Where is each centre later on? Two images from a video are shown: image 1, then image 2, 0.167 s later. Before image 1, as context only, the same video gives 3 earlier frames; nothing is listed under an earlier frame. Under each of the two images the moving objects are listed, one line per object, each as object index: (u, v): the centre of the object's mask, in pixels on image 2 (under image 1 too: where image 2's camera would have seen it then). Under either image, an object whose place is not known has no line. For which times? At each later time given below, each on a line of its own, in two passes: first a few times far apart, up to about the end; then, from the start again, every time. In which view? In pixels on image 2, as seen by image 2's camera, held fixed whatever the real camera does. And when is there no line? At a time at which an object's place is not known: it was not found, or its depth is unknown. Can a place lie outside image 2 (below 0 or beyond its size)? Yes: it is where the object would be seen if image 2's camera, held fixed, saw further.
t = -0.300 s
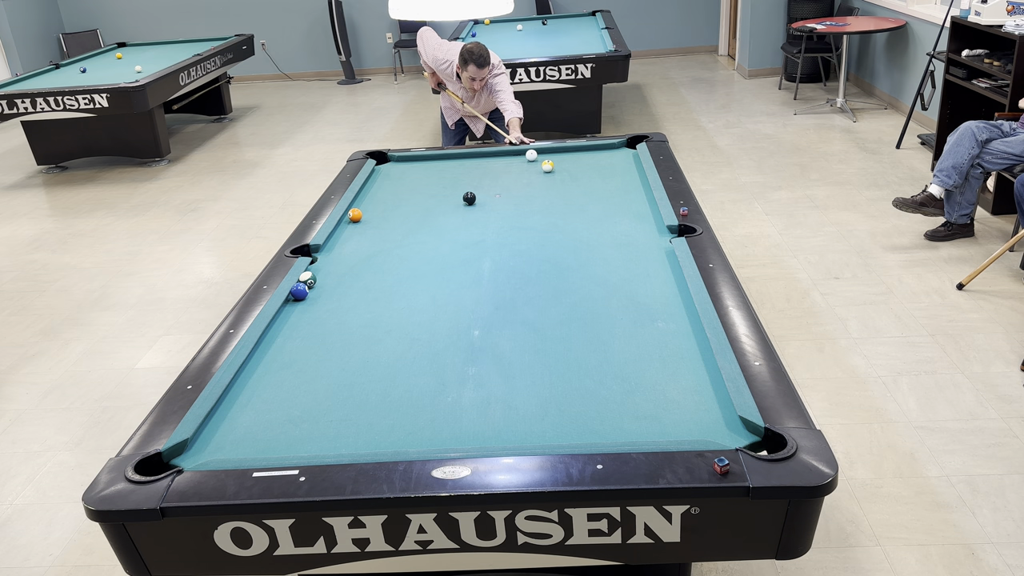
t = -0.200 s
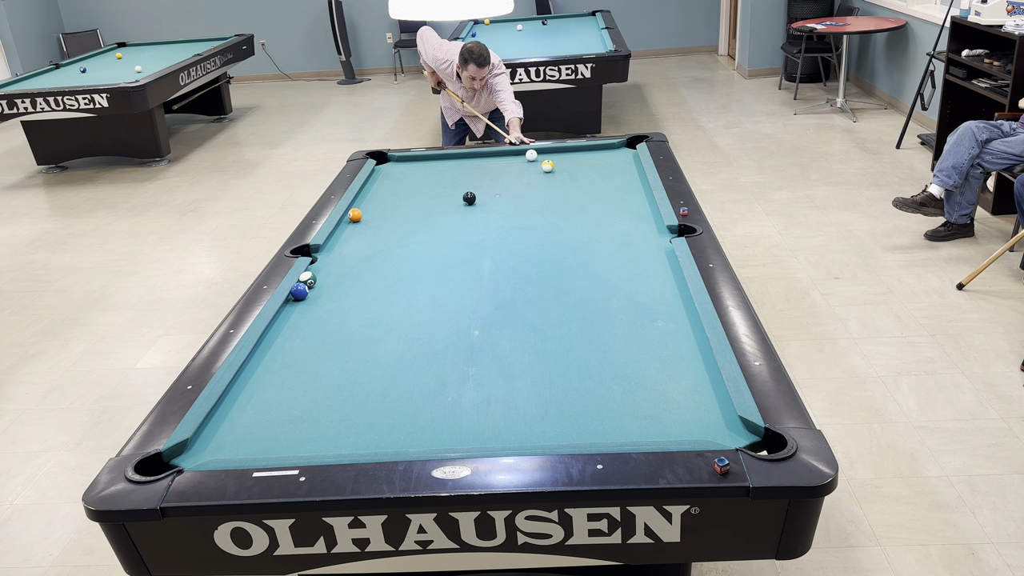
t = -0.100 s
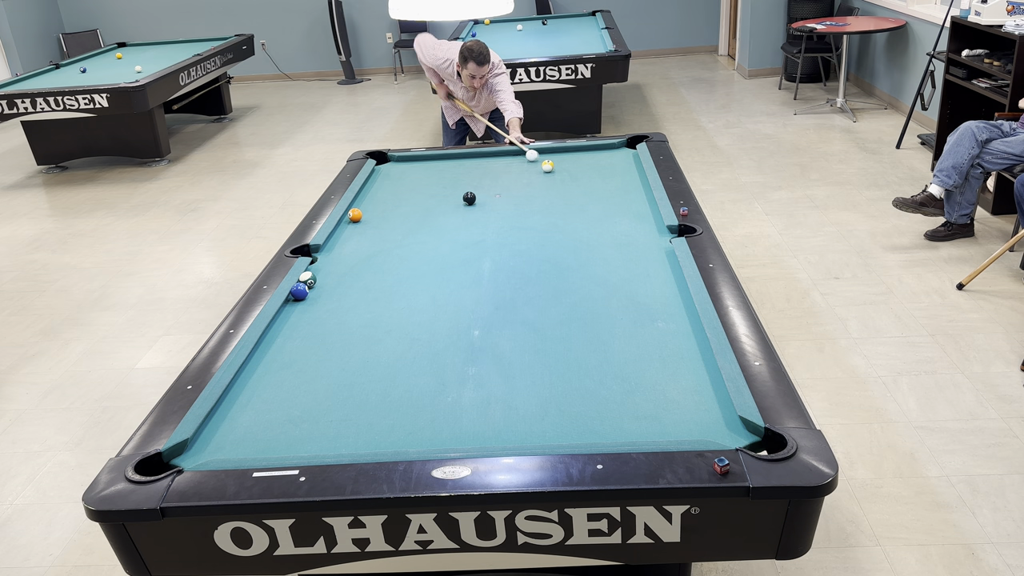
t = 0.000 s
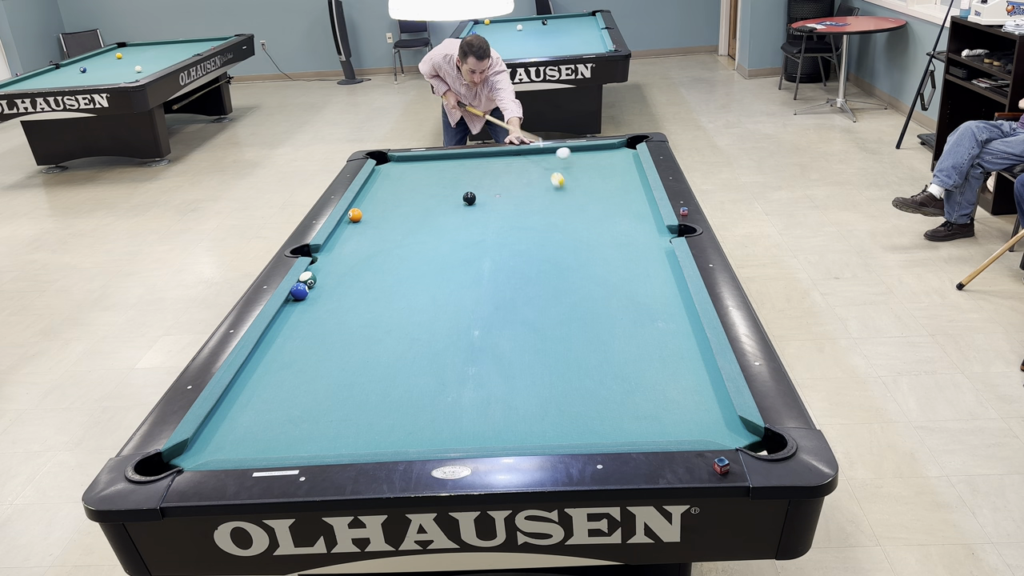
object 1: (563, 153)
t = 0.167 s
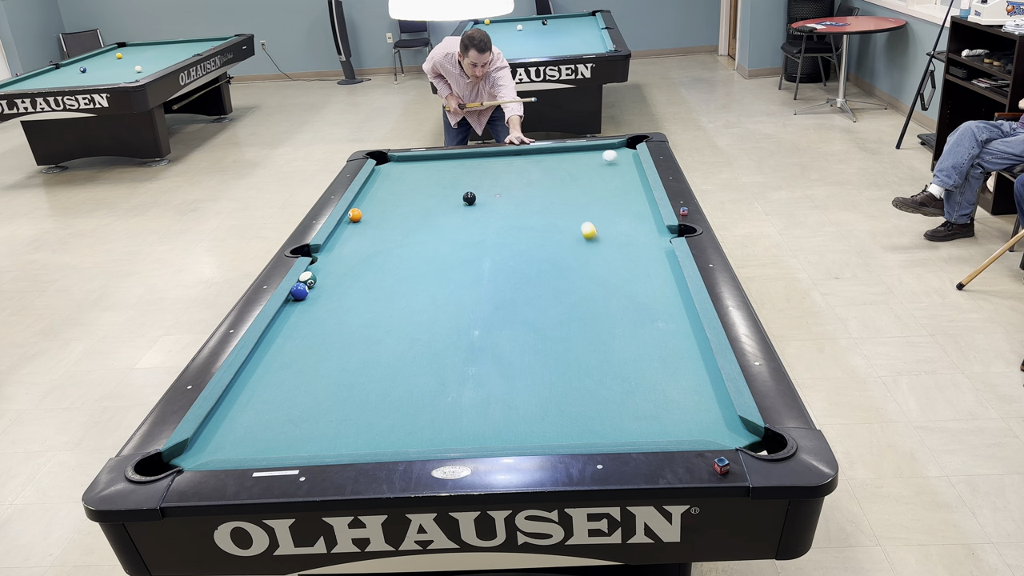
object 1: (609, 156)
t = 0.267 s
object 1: (632, 157)
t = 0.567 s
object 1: (584, 170)
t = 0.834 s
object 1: (545, 185)
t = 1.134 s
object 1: (499, 202)
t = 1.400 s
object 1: (455, 218)
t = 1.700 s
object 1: (402, 236)
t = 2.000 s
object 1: (345, 256)
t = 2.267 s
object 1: (321, 270)
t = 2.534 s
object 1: (335, 277)
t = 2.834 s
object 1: (351, 286)
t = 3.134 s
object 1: (365, 294)
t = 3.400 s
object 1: (377, 300)
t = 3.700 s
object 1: (390, 307)
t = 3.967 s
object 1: (401, 313)
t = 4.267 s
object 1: (412, 320)
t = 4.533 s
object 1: (420, 324)
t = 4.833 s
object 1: (428, 329)
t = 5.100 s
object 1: (435, 333)
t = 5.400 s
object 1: (441, 336)
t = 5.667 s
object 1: (444, 337)
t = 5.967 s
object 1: (447, 339)
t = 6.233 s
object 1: (448, 339)
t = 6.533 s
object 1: (447, 339)
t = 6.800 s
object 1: (447, 339)
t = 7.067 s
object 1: (447, 339)
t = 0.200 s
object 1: (619, 157)
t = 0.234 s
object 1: (628, 157)
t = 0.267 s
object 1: (632, 157)
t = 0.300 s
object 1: (625, 159)
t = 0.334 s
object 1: (619, 160)
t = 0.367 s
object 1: (613, 161)
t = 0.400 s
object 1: (607, 162)
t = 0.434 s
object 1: (602, 164)
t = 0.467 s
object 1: (598, 165)
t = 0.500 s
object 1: (593, 167)
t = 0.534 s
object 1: (588, 169)
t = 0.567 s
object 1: (584, 170)
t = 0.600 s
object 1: (579, 172)
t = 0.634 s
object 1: (574, 174)
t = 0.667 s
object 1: (569, 176)
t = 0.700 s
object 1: (565, 178)
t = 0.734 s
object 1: (560, 179)
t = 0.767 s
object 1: (555, 181)
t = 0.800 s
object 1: (550, 183)
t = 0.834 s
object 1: (545, 185)
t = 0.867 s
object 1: (540, 186)
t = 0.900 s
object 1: (535, 188)
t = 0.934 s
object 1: (530, 190)
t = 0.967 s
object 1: (525, 192)
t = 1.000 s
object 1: (520, 194)
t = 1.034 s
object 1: (514, 196)
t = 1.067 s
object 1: (509, 198)
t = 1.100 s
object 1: (504, 200)
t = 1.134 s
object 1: (499, 202)
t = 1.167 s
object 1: (493, 204)
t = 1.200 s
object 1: (488, 206)
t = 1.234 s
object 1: (482, 208)
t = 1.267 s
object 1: (477, 210)
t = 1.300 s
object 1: (471, 212)
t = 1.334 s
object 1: (466, 214)
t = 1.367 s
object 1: (460, 216)
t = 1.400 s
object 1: (455, 218)
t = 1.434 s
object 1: (449, 220)
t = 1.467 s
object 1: (443, 222)
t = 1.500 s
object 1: (437, 224)
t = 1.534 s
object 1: (432, 226)
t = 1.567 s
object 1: (426, 228)
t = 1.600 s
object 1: (420, 230)
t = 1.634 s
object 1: (414, 232)
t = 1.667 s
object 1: (408, 234)
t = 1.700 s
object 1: (402, 236)
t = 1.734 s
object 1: (396, 238)
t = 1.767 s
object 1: (390, 241)
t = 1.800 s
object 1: (384, 243)
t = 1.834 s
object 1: (377, 245)
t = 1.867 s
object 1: (371, 247)
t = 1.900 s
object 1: (365, 249)
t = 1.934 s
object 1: (358, 252)
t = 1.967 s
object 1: (352, 254)
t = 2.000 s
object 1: (345, 256)
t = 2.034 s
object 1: (339, 258)
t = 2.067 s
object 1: (333, 261)
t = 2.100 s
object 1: (326, 263)
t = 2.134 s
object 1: (319, 265)
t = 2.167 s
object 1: (316, 267)
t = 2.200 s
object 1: (318, 268)
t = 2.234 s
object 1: (320, 269)
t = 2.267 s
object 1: (321, 270)
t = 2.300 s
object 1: (323, 271)
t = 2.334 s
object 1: (325, 272)
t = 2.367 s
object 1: (327, 273)
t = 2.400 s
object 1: (328, 274)
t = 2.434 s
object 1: (330, 275)
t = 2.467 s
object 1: (332, 276)
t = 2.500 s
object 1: (334, 277)
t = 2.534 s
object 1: (335, 277)
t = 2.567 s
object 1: (337, 278)
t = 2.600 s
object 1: (339, 279)
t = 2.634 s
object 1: (341, 280)
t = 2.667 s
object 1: (342, 281)
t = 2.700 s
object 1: (344, 282)
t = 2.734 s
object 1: (346, 283)
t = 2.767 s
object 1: (347, 284)
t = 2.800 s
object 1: (349, 285)
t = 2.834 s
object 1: (351, 286)
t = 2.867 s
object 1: (352, 287)
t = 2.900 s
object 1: (354, 288)
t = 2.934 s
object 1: (356, 288)
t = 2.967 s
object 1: (357, 289)
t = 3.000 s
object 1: (359, 290)
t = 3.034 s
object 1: (360, 291)
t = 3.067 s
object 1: (362, 292)
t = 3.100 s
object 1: (364, 293)
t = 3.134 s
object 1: (365, 294)
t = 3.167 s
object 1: (367, 294)
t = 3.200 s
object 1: (368, 295)
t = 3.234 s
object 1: (370, 296)
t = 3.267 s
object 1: (371, 297)
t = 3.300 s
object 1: (373, 298)
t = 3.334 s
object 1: (374, 299)
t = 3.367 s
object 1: (376, 299)
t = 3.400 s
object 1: (377, 300)
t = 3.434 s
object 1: (379, 301)
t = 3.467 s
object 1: (380, 302)
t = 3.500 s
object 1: (382, 303)
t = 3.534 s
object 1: (383, 303)
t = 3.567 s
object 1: (385, 304)
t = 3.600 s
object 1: (386, 305)
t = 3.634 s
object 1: (388, 306)
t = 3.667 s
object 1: (389, 306)
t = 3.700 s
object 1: (390, 307)
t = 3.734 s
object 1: (392, 308)
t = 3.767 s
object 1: (393, 309)
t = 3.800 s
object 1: (394, 310)
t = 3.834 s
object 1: (396, 310)
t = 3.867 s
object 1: (397, 311)
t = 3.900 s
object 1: (398, 312)
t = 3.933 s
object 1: (399, 312)
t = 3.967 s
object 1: (401, 313)
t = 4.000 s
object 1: (402, 314)
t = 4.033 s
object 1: (403, 315)
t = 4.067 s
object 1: (404, 315)
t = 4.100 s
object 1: (406, 316)
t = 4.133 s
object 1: (407, 317)
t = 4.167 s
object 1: (408, 318)
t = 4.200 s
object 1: (409, 318)
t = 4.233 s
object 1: (410, 319)
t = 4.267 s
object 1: (412, 320)
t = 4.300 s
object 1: (413, 320)
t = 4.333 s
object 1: (414, 321)
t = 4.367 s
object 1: (415, 321)
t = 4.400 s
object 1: (416, 322)
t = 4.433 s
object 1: (417, 323)
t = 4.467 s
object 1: (418, 323)
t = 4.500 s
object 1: (419, 324)
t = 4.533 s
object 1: (420, 324)
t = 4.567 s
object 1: (421, 325)
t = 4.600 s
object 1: (422, 325)
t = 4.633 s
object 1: (423, 326)
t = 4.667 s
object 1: (424, 327)
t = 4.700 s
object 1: (425, 327)
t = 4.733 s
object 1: (426, 328)
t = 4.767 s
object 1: (426, 328)
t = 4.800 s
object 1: (427, 329)
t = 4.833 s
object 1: (428, 329)
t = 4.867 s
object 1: (429, 330)
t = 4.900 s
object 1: (430, 330)
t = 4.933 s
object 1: (431, 330)
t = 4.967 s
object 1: (432, 331)
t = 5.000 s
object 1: (433, 331)
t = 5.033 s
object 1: (433, 332)
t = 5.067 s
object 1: (434, 332)
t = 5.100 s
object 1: (435, 333)
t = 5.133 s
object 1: (435, 333)
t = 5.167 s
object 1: (436, 333)
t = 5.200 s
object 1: (437, 334)
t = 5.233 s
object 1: (437, 334)
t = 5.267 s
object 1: (438, 334)
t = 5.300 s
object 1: (439, 335)
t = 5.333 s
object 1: (439, 335)
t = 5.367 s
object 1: (440, 335)
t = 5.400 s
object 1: (441, 336)
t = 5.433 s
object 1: (441, 336)
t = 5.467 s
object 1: (442, 336)
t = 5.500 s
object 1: (442, 336)
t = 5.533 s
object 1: (443, 337)
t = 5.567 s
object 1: (443, 337)
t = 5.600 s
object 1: (444, 337)
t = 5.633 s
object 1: (444, 337)
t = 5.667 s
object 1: (444, 337)
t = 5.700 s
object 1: (445, 338)
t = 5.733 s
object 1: (445, 338)
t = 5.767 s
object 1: (445, 338)
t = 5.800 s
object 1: (446, 338)
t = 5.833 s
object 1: (446, 338)
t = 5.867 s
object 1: (446, 338)
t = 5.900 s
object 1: (446, 338)
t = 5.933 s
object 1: (446, 338)
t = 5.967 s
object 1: (447, 339)
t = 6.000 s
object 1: (447, 339)
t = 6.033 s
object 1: (447, 339)
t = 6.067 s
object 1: (447, 339)
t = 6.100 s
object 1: (447, 339)
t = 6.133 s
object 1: (447, 339)
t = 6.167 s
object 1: (448, 339)
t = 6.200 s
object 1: (447, 339)
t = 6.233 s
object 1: (448, 339)
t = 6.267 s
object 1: (447, 339)
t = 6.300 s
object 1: (448, 339)
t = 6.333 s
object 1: (448, 339)
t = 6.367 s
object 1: (447, 339)
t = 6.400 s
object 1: (447, 339)
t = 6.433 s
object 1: (447, 339)
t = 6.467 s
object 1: (447, 339)
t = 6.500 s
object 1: (447, 339)
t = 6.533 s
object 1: (447, 339)
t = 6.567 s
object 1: (447, 339)
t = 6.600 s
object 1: (447, 339)
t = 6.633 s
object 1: (447, 339)
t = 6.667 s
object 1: (447, 339)
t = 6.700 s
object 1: (447, 339)
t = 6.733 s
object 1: (447, 339)
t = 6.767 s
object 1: (447, 339)
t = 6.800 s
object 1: (447, 339)
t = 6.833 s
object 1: (447, 339)
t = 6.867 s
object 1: (447, 339)
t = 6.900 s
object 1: (447, 339)
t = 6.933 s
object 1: (447, 339)
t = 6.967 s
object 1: (447, 339)
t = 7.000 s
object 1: (447, 339)
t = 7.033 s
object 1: (447, 339)
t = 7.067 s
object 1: (447, 339)
